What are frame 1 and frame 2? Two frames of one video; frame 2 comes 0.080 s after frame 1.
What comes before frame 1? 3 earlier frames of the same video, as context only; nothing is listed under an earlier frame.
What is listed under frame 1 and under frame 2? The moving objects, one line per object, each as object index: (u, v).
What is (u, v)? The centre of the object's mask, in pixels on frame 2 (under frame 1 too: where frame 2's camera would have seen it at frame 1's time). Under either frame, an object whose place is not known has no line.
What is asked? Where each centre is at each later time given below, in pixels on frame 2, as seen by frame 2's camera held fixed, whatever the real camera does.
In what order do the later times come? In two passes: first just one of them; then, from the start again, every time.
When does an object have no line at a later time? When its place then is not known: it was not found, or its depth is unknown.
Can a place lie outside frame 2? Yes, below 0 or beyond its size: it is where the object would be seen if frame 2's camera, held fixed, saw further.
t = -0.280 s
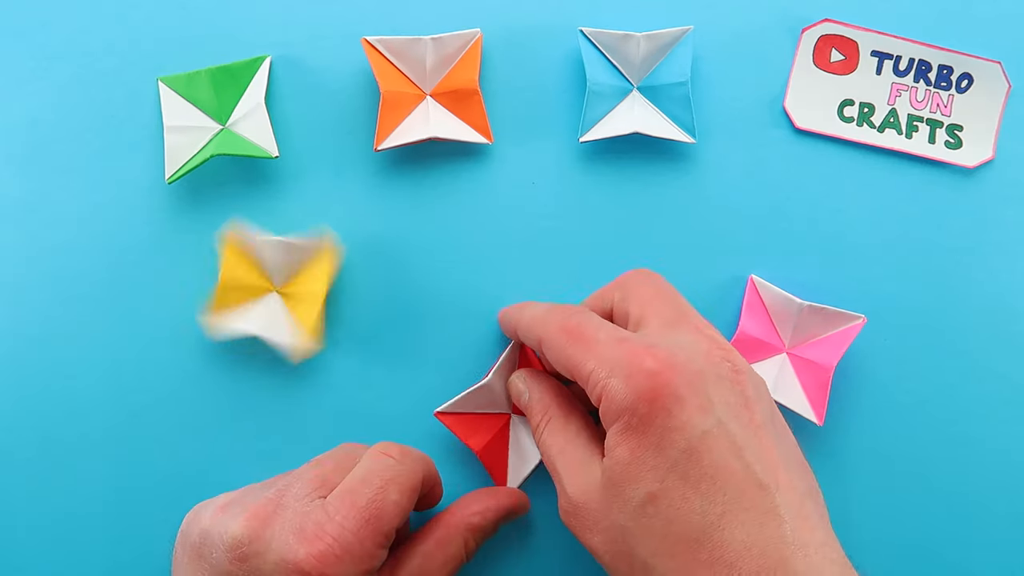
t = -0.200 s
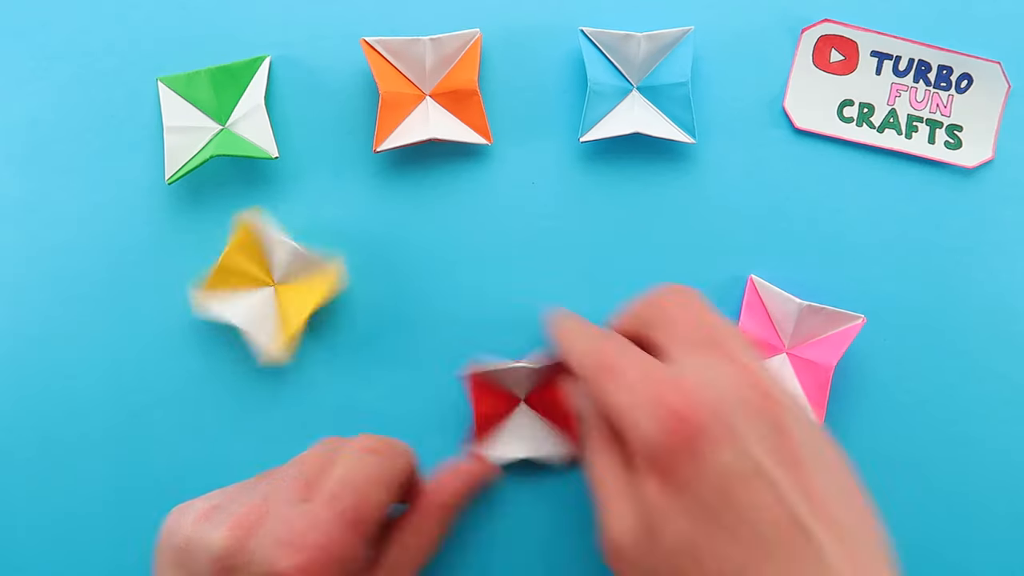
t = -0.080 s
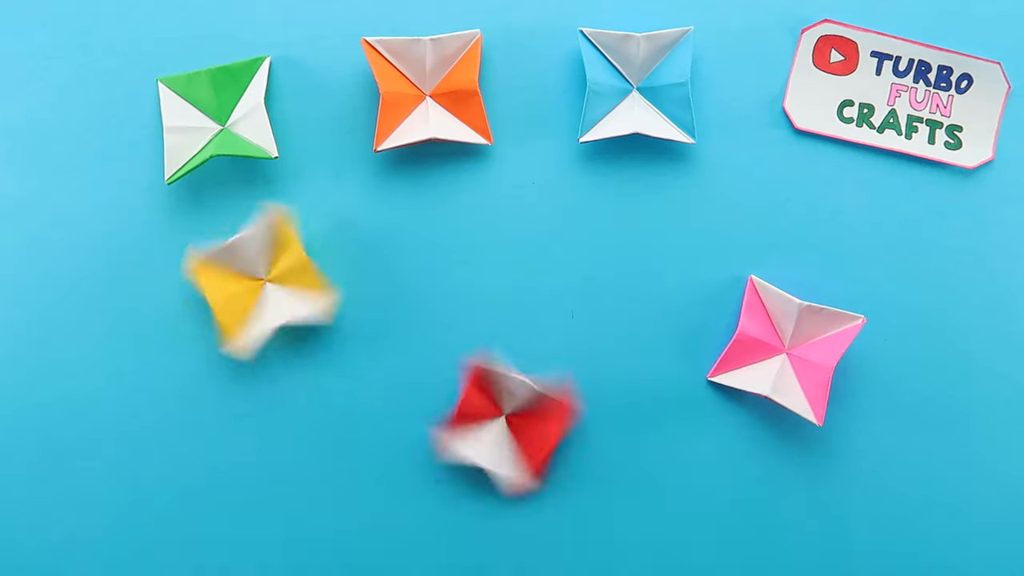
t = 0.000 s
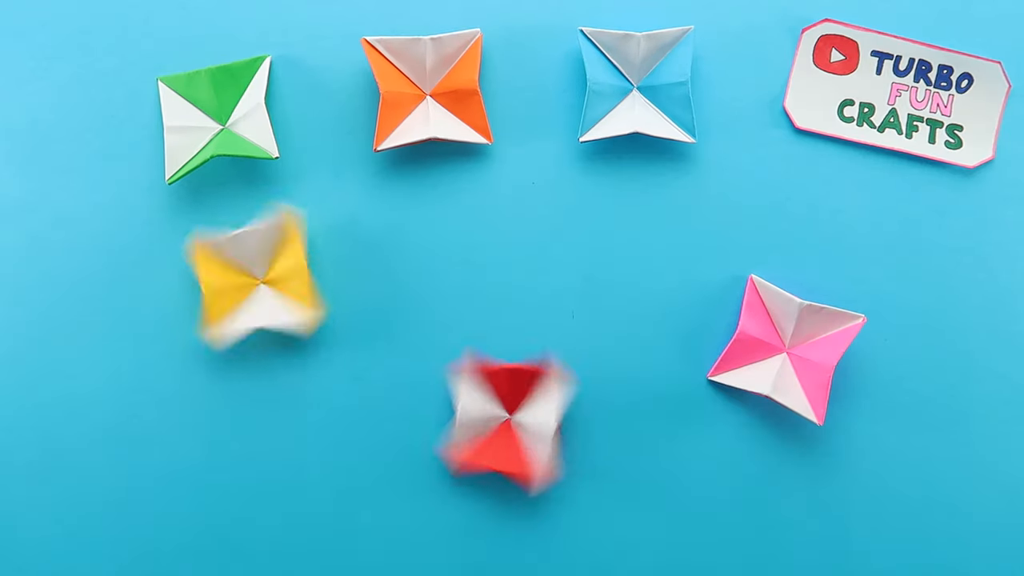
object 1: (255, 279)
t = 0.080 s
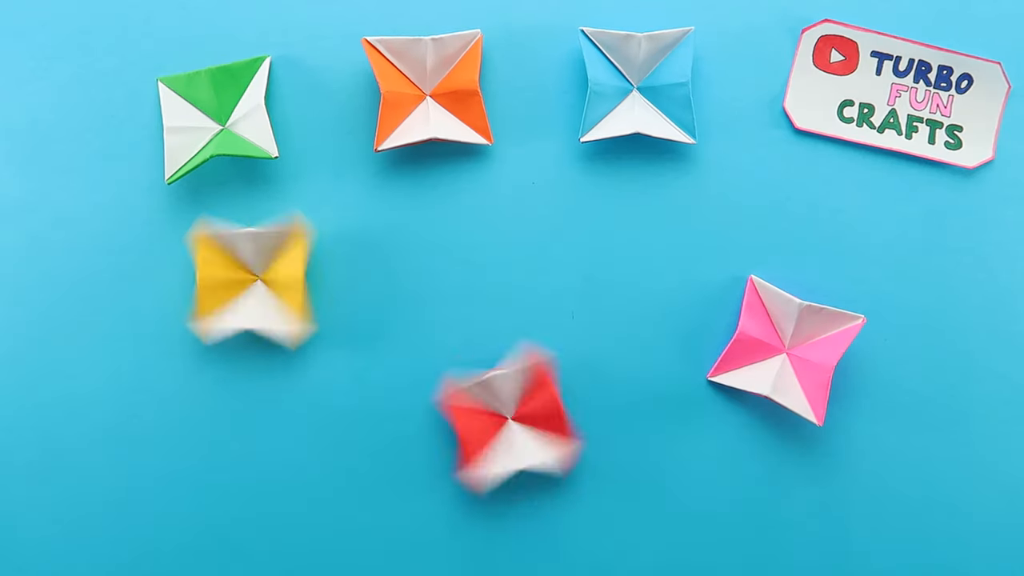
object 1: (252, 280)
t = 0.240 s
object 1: (244, 279)
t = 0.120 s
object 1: (249, 278)
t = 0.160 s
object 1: (247, 277)
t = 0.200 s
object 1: (247, 278)
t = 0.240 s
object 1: (244, 279)
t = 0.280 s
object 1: (242, 277)
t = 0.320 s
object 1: (241, 278)
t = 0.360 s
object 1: (240, 278)
